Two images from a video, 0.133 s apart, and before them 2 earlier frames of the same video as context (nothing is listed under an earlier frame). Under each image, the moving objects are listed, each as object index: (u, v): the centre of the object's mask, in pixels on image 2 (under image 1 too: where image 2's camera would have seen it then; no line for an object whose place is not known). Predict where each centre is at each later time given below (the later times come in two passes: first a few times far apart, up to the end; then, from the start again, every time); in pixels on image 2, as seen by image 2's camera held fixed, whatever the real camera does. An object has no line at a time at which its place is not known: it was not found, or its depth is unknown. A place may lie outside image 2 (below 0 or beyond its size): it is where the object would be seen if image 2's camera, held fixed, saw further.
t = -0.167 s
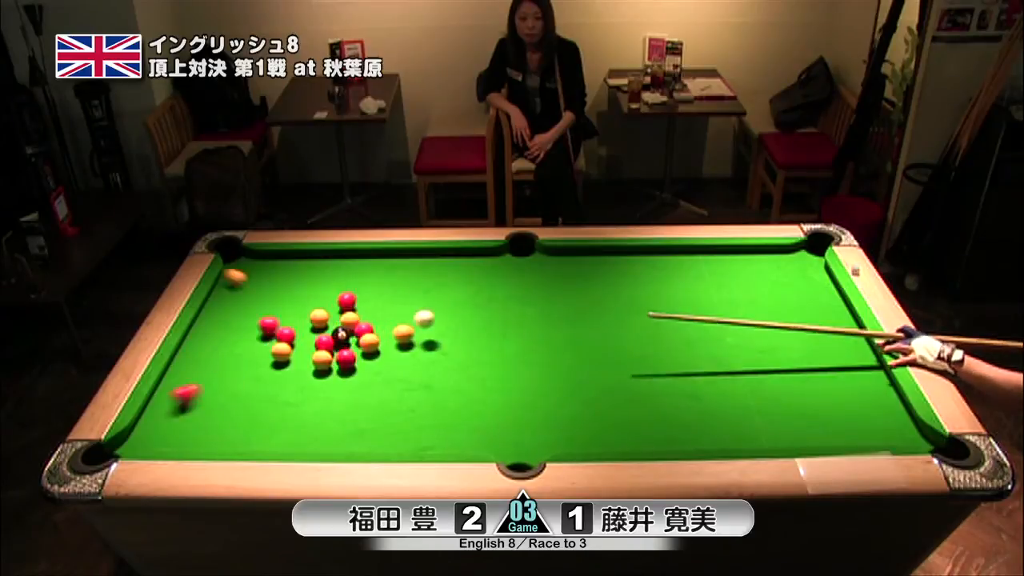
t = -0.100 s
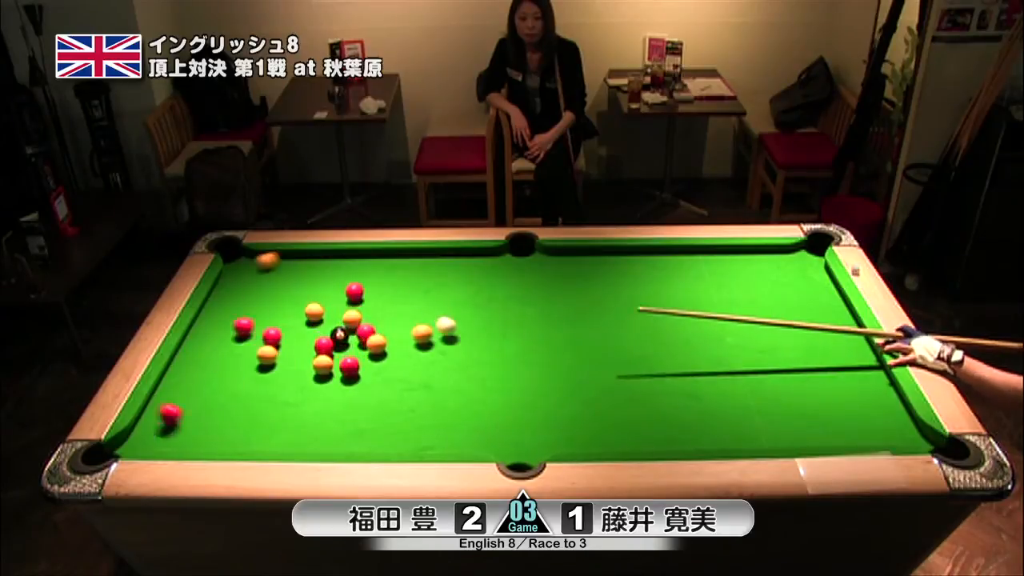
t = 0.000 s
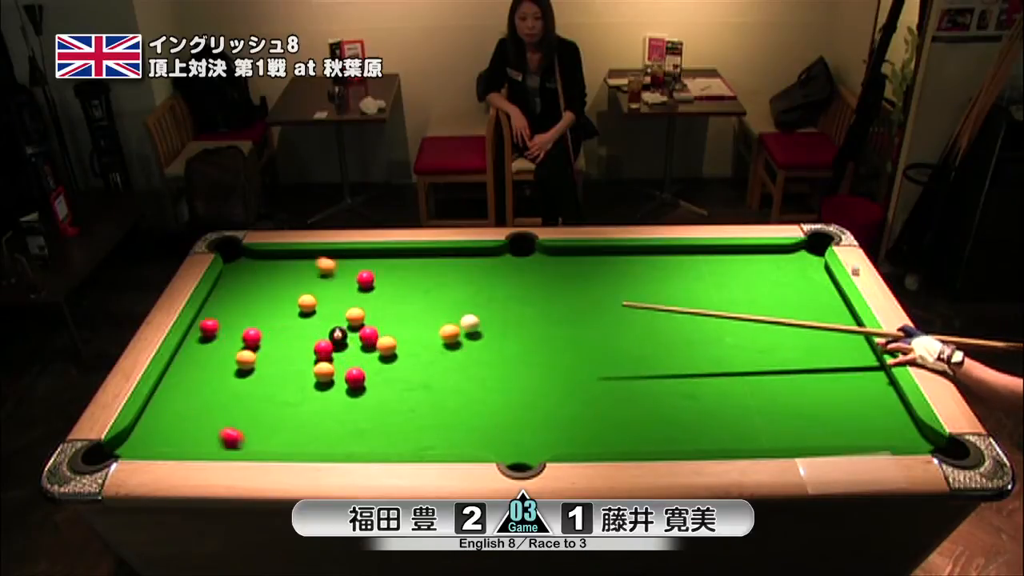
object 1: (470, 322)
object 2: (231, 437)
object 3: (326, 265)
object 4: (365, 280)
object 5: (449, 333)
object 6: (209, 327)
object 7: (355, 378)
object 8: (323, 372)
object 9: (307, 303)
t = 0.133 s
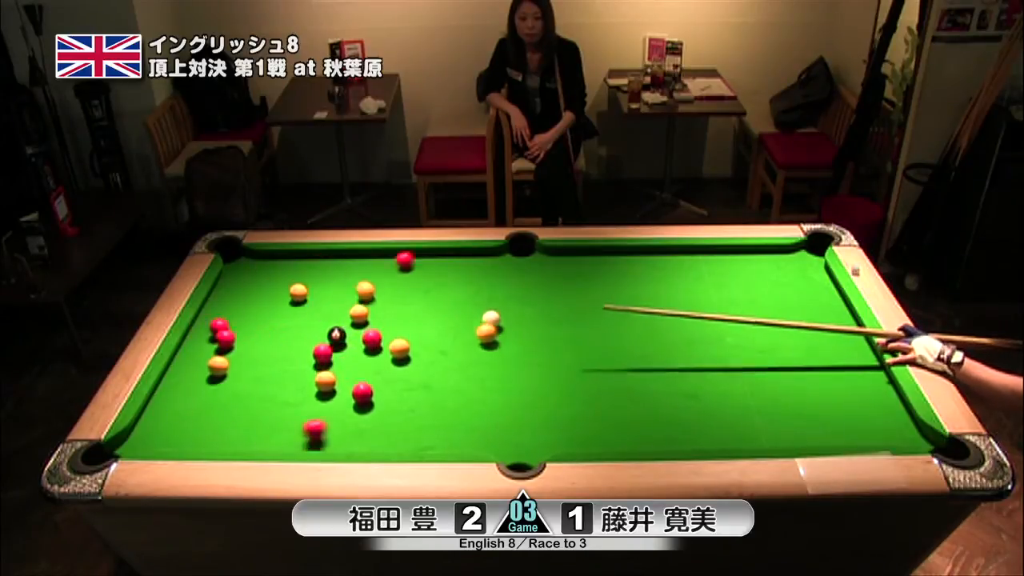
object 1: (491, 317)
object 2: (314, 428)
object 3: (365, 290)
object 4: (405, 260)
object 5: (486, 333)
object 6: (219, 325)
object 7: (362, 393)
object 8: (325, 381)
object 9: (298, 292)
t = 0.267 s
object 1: (496, 314)
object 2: (394, 416)
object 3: (394, 316)
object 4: (442, 262)
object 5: (522, 333)
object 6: (246, 326)
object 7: (369, 405)
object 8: (326, 391)
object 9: (290, 282)
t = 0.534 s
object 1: (467, 305)
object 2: (554, 406)
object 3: (453, 349)
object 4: (507, 284)
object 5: (591, 332)
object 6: (299, 324)
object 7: (378, 413)
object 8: (329, 408)
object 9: (276, 264)
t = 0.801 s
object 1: (433, 298)
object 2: (704, 395)
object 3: (511, 367)
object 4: (576, 307)
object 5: (657, 332)
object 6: (348, 323)
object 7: (384, 420)
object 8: (331, 426)
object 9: (261, 260)
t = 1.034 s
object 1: (407, 292)
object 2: (827, 385)
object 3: (563, 384)
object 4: (639, 328)
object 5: (712, 331)
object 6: (390, 322)
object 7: (388, 425)
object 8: (332, 439)
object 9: (245, 268)
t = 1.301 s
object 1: (380, 286)
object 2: (828, 369)
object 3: (622, 403)
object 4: (714, 353)
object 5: (770, 331)
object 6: (435, 321)
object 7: (391, 430)
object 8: (337, 440)
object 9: (229, 277)
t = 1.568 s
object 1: (356, 281)
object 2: (748, 353)
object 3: (682, 421)
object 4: (792, 377)
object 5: (825, 331)
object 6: (477, 320)
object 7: (392, 434)
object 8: (343, 433)
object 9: (223, 284)
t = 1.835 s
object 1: (336, 276)
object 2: (674, 337)
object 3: (741, 438)
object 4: (871, 403)
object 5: (845, 331)
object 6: (517, 319)
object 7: (392, 435)
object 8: (347, 429)
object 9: (224, 289)
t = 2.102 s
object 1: (319, 272)
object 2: (607, 323)
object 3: (782, 435)
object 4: (887, 430)
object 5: (813, 332)
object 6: (552, 319)
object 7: (392, 436)
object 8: (349, 426)
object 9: (226, 293)
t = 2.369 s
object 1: (304, 268)
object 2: (592, 312)
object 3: (816, 426)
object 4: (848, 430)
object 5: (784, 333)
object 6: (541, 317)
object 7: (392, 436)
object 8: (349, 425)
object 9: (226, 296)
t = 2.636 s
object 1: (293, 265)
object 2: (598, 302)
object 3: (802, 418)
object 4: (853, 417)
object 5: (758, 333)
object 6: (515, 315)
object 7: (392, 435)
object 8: (349, 425)
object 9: (227, 298)
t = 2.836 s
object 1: (285, 263)
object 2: (602, 296)
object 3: (791, 413)
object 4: (857, 408)
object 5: (740, 334)
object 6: (498, 313)
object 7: (392, 435)
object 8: (349, 425)
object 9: (227, 298)
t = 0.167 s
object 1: (494, 316)
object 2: (334, 423)
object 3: (372, 296)
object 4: (417, 255)
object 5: (496, 333)
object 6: (227, 325)
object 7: (364, 397)
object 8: (325, 383)
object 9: (296, 290)
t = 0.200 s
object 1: (496, 316)
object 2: (354, 419)
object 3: (379, 303)
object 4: (426, 255)
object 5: (504, 333)
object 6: (233, 326)
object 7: (366, 400)
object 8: (326, 385)
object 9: (294, 287)
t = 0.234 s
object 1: (497, 315)
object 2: (373, 417)
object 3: (386, 309)
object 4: (434, 258)
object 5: (513, 333)
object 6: (240, 326)
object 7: (367, 402)
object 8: (326, 388)
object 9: (292, 284)
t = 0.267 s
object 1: (496, 314)
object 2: (394, 416)
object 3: (394, 316)
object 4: (442, 262)
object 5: (522, 333)
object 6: (246, 326)
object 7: (369, 405)
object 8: (326, 391)
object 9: (290, 282)
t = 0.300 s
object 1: (495, 313)
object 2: (415, 415)
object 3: (401, 324)
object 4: (450, 265)
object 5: (531, 333)
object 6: (253, 326)
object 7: (370, 406)
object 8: (327, 393)
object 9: (288, 279)
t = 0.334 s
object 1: (493, 312)
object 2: (435, 413)
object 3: (409, 332)
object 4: (458, 268)
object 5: (540, 333)
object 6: (260, 325)
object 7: (371, 407)
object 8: (327, 395)
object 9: (287, 277)
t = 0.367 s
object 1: (490, 311)
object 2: (455, 412)
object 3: (417, 337)
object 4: (466, 270)
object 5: (548, 333)
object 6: (266, 325)
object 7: (372, 408)
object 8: (327, 397)
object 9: (285, 275)
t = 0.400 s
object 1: (485, 310)
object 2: (474, 411)
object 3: (425, 340)
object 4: (474, 273)
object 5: (557, 333)
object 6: (273, 325)
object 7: (374, 409)
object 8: (327, 400)
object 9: (283, 273)
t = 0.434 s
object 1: (481, 309)
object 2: (494, 410)
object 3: (432, 342)
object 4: (482, 276)
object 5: (566, 333)
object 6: (279, 325)
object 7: (375, 410)
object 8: (328, 402)
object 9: (281, 271)
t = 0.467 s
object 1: (476, 307)
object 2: (514, 408)
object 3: (438, 344)
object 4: (490, 278)
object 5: (574, 333)
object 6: (286, 325)
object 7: (376, 411)
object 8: (328, 404)
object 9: (280, 268)
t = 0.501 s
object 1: (472, 306)
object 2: (534, 407)
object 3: (446, 346)
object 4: (499, 282)
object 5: (583, 333)
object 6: (292, 325)
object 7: (377, 412)
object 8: (328, 407)
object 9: (278, 266)
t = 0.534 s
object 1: (467, 305)
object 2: (554, 406)
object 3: (453, 349)
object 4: (507, 284)
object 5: (591, 332)
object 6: (299, 324)
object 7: (378, 413)
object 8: (329, 408)
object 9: (276, 264)
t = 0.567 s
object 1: (463, 304)
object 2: (572, 405)
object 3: (460, 351)
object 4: (515, 287)
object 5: (600, 333)
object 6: (305, 324)
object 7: (378, 414)
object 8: (329, 411)
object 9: (274, 262)
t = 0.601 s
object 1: (458, 303)
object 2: (592, 403)
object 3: (467, 354)
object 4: (524, 290)
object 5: (608, 332)
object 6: (311, 324)
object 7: (380, 415)
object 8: (329, 413)
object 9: (273, 260)
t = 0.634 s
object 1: (454, 303)
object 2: (611, 402)
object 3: (474, 356)
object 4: (532, 293)
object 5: (616, 332)
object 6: (318, 324)
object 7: (380, 416)
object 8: (329, 416)
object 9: (272, 258)
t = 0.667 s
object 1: (450, 302)
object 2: (630, 400)
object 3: (482, 358)
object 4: (541, 296)
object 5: (624, 332)
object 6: (323, 324)
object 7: (381, 417)
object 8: (329, 418)
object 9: (270, 256)
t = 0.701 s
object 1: (446, 301)
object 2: (649, 399)
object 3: (489, 360)
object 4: (550, 299)
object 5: (633, 332)
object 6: (329, 322)
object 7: (382, 418)
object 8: (330, 420)
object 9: (268, 256)
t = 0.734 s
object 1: (442, 300)
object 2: (668, 398)
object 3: (496, 363)
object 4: (558, 302)
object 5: (641, 332)
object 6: (336, 321)
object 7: (383, 418)
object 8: (330, 422)
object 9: (265, 257)
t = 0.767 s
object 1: (437, 299)
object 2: (686, 396)
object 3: (503, 365)
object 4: (567, 304)
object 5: (649, 332)
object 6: (343, 322)
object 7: (383, 419)
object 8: (330, 424)
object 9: (263, 259)
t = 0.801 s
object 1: (433, 298)
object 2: (704, 395)
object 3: (511, 367)
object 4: (576, 307)
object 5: (657, 332)
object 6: (348, 323)
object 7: (384, 420)
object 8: (331, 426)
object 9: (261, 260)
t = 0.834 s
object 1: (429, 297)
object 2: (723, 393)
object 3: (518, 370)
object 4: (585, 310)
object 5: (665, 332)
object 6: (354, 323)
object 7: (385, 421)
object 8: (331, 428)
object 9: (259, 261)
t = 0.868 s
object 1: (426, 296)
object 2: (740, 392)
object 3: (525, 372)
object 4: (593, 313)
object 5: (673, 332)
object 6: (360, 323)
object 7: (385, 421)
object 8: (331, 430)
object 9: (256, 262)
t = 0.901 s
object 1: (422, 296)
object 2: (758, 390)
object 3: (533, 375)
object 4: (603, 316)
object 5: (681, 331)
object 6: (366, 323)
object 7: (386, 422)
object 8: (331, 432)
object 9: (254, 264)
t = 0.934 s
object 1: (418, 295)
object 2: (775, 389)
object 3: (540, 376)
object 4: (612, 319)
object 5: (689, 331)
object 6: (372, 322)
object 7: (387, 423)
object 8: (332, 434)
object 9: (252, 264)
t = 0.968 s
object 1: (414, 294)
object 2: (793, 387)
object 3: (548, 379)
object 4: (621, 322)
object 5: (697, 331)
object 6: (378, 322)
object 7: (387, 424)
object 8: (332, 437)
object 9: (250, 266)
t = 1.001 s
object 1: (411, 293)
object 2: (810, 386)
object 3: (555, 381)
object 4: (630, 325)
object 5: (704, 331)
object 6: (384, 322)
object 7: (387, 425)
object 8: (332, 438)
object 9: (247, 267)
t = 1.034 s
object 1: (407, 292)
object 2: (827, 385)
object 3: (563, 384)
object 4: (639, 328)
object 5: (712, 331)
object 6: (390, 322)
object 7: (388, 425)
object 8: (332, 439)
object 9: (245, 268)
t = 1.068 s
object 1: (403, 291)
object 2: (844, 383)
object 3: (570, 386)
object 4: (648, 331)
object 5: (719, 331)
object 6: (396, 322)
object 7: (389, 427)
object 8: (333, 440)
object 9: (243, 269)
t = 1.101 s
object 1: (400, 291)
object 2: (861, 382)
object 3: (577, 388)
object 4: (658, 334)
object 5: (727, 331)
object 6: (402, 322)
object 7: (389, 427)
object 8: (333, 442)
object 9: (241, 271)
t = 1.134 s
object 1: (397, 290)
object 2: (877, 380)
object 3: (585, 391)
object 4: (667, 337)
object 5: (734, 331)
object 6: (407, 322)
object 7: (389, 428)
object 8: (333, 443)
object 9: (239, 272)
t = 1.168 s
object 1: (393, 289)
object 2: (882, 378)
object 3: (593, 394)
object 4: (676, 340)
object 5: (741, 331)
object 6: (413, 322)
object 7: (390, 428)
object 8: (334, 442)
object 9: (237, 273)
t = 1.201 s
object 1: (390, 288)
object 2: (866, 376)
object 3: (600, 396)
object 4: (685, 343)
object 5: (749, 331)
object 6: (419, 322)
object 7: (390, 429)
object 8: (335, 442)
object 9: (235, 274)
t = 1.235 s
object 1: (387, 288)
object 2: (852, 373)
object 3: (607, 398)
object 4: (695, 347)
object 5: (756, 331)
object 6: (424, 321)
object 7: (390, 429)
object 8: (336, 441)
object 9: (233, 275)
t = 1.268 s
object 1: (383, 287)
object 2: (840, 371)
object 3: (615, 401)
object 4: (704, 350)
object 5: (763, 331)
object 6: (430, 321)
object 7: (391, 430)
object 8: (336, 441)
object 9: (231, 276)
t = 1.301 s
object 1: (380, 286)
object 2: (828, 369)
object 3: (622, 403)
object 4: (714, 353)
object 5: (770, 331)
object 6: (435, 321)
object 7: (391, 430)
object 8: (337, 440)
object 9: (229, 277)
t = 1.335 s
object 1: (377, 285)
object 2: (817, 367)
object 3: (630, 405)
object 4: (723, 356)
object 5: (777, 331)
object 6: (441, 321)
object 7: (391, 431)
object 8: (338, 440)
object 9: (227, 278)
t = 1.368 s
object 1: (374, 285)
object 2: (808, 364)
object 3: (637, 408)
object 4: (733, 359)
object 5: (784, 331)
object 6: (446, 321)
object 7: (391, 431)
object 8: (339, 439)
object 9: (225, 279)
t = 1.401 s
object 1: (371, 284)
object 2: (797, 362)
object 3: (644, 410)
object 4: (743, 362)
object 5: (791, 331)
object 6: (451, 320)
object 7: (391, 431)
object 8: (340, 438)
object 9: (224, 280)
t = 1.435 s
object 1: (368, 283)
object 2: (787, 360)
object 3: (652, 412)
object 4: (753, 365)
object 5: (798, 331)
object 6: (457, 320)
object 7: (391, 432)
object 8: (340, 437)
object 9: (222, 281)
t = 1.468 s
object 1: (365, 283)
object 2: (778, 358)
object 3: (659, 415)
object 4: (762, 368)
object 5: (804, 331)
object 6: (462, 320)
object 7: (392, 433)
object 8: (341, 436)
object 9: (222, 282)
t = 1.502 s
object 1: (362, 282)
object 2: (767, 355)
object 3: (667, 417)
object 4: (772, 370)
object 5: (811, 331)
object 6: (467, 320)
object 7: (392, 433)
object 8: (342, 435)
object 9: (222, 283)
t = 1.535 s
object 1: (359, 281)
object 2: (758, 354)
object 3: (675, 419)
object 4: (782, 374)
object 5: (818, 331)
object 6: (472, 320)
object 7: (392, 433)
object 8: (343, 434)
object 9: (222, 284)
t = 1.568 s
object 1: (356, 281)
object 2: (748, 353)
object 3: (682, 421)
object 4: (792, 377)
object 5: (825, 331)
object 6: (477, 320)
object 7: (392, 434)
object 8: (343, 433)
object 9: (223, 284)
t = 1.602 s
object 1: (353, 280)
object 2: (738, 350)
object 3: (689, 423)
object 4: (802, 381)
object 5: (831, 331)
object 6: (482, 320)
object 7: (392, 434)
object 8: (344, 433)
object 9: (223, 285)
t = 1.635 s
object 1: (351, 280)
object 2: (729, 349)
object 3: (697, 426)
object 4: (811, 384)
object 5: (837, 330)
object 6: (487, 320)
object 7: (392, 434)
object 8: (344, 432)
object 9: (223, 286)
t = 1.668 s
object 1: (348, 279)
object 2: (719, 346)
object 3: (704, 428)
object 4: (821, 387)
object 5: (844, 331)
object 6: (492, 319)
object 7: (392, 435)
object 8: (345, 431)
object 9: (223, 286)
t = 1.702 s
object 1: (346, 279)
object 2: (710, 344)
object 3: (711, 430)
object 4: (831, 391)
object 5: (850, 331)
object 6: (497, 319)
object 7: (392, 435)
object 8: (345, 431)
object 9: (223, 287)
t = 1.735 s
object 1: (343, 278)
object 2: (701, 342)
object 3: (718, 433)
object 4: (841, 394)
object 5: (856, 331)
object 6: (502, 319)
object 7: (392, 435)
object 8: (346, 430)
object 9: (224, 288)
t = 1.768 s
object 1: (341, 277)
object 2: (692, 340)
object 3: (726, 435)
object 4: (851, 397)
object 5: (854, 331)
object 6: (507, 319)
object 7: (392, 435)
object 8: (346, 429)
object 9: (224, 288)
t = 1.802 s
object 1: (338, 277)
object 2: (683, 339)
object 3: (733, 436)
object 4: (861, 400)
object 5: (849, 331)
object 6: (512, 319)
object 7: (392, 435)
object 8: (347, 429)
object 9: (224, 289)
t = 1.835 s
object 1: (336, 276)
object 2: (674, 337)
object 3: (741, 438)
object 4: (871, 403)
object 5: (845, 331)
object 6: (517, 319)
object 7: (392, 435)
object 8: (347, 429)
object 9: (224, 289)
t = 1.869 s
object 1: (334, 276)
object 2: (665, 335)
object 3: (748, 439)
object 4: (881, 407)
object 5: (841, 331)
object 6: (521, 319)
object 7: (392, 435)
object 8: (347, 428)
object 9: (225, 290)
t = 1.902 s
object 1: (331, 275)
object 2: (657, 333)
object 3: (754, 439)
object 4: (891, 410)
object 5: (837, 331)
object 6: (526, 319)
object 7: (392, 436)
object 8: (348, 428)
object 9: (225, 290)
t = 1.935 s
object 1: (329, 275)
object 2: (649, 331)
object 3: (758, 438)
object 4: (902, 413)
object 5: (833, 331)
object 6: (530, 319)
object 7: (392, 436)
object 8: (348, 427)
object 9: (225, 291)
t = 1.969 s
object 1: (327, 274)
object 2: (640, 330)
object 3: (763, 437)
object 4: (903, 417)
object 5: (829, 331)
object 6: (535, 319)
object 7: (392, 436)
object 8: (348, 427)
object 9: (225, 291)
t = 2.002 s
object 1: (325, 273)
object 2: (632, 328)
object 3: (768, 437)
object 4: (899, 420)
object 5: (825, 332)
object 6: (539, 319)
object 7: (392, 436)
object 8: (348, 427)
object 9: (225, 292)
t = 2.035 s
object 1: (323, 273)
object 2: (623, 326)
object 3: (773, 436)
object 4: (895, 423)
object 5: (821, 332)
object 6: (544, 319)
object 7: (392, 435)
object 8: (349, 426)
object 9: (225, 292)
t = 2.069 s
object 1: (321, 273)
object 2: (615, 325)
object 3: (777, 435)
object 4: (891, 427)
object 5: (817, 332)
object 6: (548, 319)
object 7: (392, 436)
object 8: (349, 426)
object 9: (225, 293)
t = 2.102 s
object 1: (319, 272)
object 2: (607, 323)
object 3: (782, 435)
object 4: (887, 430)
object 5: (813, 332)
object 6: (552, 319)
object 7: (392, 436)
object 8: (349, 426)
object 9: (226, 293)
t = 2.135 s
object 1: (317, 271)
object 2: (599, 321)
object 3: (786, 434)
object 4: (884, 433)
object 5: (809, 332)
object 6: (557, 319)
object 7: (392, 436)
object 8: (349, 425)
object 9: (226, 294)
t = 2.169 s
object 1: (315, 271)
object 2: (591, 320)
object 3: (791, 433)
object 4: (880, 435)
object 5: (805, 333)
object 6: (561, 319)
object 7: (392, 436)
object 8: (349, 425)
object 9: (226, 294)
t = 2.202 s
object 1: (313, 270)
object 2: (585, 318)
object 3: (795, 432)
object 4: (876, 436)
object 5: (802, 333)
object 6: (564, 319)
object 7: (392, 436)
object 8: (349, 425)
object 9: (226, 295)
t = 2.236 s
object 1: (311, 270)
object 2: (587, 317)
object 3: (800, 431)
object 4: (870, 435)
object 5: (798, 333)
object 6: (558, 318)
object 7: (392, 436)
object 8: (349, 425)
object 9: (226, 295)
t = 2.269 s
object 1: (309, 270)
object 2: (589, 315)
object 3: (804, 430)
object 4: (865, 433)
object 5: (794, 333)
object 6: (552, 318)
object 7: (392, 436)
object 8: (349, 425)
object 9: (226, 295)
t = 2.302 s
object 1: (307, 269)
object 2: (590, 314)
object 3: (808, 428)
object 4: (859, 433)
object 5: (791, 333)
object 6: (548, 318)
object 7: (392, 435)
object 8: (349, 425)
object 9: (226, 296)
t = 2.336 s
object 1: (306, 269)
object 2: (591, 313)
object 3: (812, 427)
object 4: (853, 431)
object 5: (787, 333)
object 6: (544, 318)
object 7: (392, 435)
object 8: (349, 425)
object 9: (226, 296)
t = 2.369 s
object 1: (304, 268)
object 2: (592, 312)
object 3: (816, 426)
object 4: (848, 430)
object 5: (784, 333)
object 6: (541, 317)
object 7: (392, 436)
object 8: (349, 425)
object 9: (226, 296)
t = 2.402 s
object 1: (303, 268)
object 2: (593, 310)
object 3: (820, 425)
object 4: (843, 428)
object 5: (781, 333)
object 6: (537, 317)
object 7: (392, 436)
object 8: (349, 425)
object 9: (226, 296)
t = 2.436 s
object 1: (301, 267)
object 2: (593, 309)
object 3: (816, 424)
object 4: (846, 426)
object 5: (777, 333)
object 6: (534, 317)
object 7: (392, 435)
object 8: (349, 425)
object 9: (226, 297)
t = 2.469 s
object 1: (300, 267)
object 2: (594, 307)
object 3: (813, 423)
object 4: (848, 425)
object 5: (774, 333)
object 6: (531, 316)
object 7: (392, 435)
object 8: (349, 425)
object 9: (227, 297)
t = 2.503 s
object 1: (298, 267)
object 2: (595, 306)
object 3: (811, 422)
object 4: (849, 423)
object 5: (770, 333)
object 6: (528, 316)
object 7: (392, 435)
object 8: (349, 425)
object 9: (227, 297)
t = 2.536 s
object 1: (297, 266)
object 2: (595, 305)
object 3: (809, 421)
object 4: (850, 421)
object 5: (767, 333)
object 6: (524, 316)
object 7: (392, 435)
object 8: (349, 425)
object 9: (227, 297)
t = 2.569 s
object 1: (295, 266)
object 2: (596, 304)
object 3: (806, 420)
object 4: (851, 420)
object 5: (764, 333)
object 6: (521, 316)
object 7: (392, 435)
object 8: (349, 425)
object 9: (227, 297)
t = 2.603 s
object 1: (294, 266)
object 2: (597, 303)
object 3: (804, 419)
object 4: (852, 418)
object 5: (761, 334)
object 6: (518, 315)
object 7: (392, 435)
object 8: (349, 425)
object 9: (227, 297)
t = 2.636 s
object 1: (293, 265)
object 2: (598, 302)
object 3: (802, 418)
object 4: (853, 417)
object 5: (758, 333)
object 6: (515, 315)
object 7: (392, 435)
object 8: (349, 425)
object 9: (227, 298)
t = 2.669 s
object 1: (291, 265)
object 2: (598, 300)
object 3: (800, 417)
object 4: (853, 415)
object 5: (754, 334)
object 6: (512, 315)
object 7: (392, 435)
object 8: (349, 425)
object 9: (227, 298)
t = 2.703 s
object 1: (290, 264)
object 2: (599, 299)
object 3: (798, 416)
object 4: (854, 414)
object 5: (751, 334)
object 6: (509, 314)
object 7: (392, 435)
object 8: (349, 425)
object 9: (227, 298)
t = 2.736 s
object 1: (289, 264)
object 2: (600, 299)
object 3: (796, 415)
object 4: (855, 412)
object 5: (748, 334)
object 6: (506, 314)
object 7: (392, 435)
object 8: (349, 425)
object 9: (227, 298)
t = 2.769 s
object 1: (288, 264)
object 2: (600, 298)
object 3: (794, 414)
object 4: (856, 411)
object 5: (745, 334)
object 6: (503, 314)
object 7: (392, 436)
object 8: (349, 425)
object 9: (227, 298)
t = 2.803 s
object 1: (287, 264)
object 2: (601, 297)
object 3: (793, 413)
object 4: (857, 409)
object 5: (743, 334)
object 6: (501, 313)
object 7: (392, 435)
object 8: (349, 425)
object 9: (227, 298)
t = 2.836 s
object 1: (285, 263)
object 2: (602, 296)
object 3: (791, 413)
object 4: (857, 408)
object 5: (740, 334)
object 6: (498, 313)
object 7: (392, 435)
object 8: (349, 425)
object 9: (227, 298)
